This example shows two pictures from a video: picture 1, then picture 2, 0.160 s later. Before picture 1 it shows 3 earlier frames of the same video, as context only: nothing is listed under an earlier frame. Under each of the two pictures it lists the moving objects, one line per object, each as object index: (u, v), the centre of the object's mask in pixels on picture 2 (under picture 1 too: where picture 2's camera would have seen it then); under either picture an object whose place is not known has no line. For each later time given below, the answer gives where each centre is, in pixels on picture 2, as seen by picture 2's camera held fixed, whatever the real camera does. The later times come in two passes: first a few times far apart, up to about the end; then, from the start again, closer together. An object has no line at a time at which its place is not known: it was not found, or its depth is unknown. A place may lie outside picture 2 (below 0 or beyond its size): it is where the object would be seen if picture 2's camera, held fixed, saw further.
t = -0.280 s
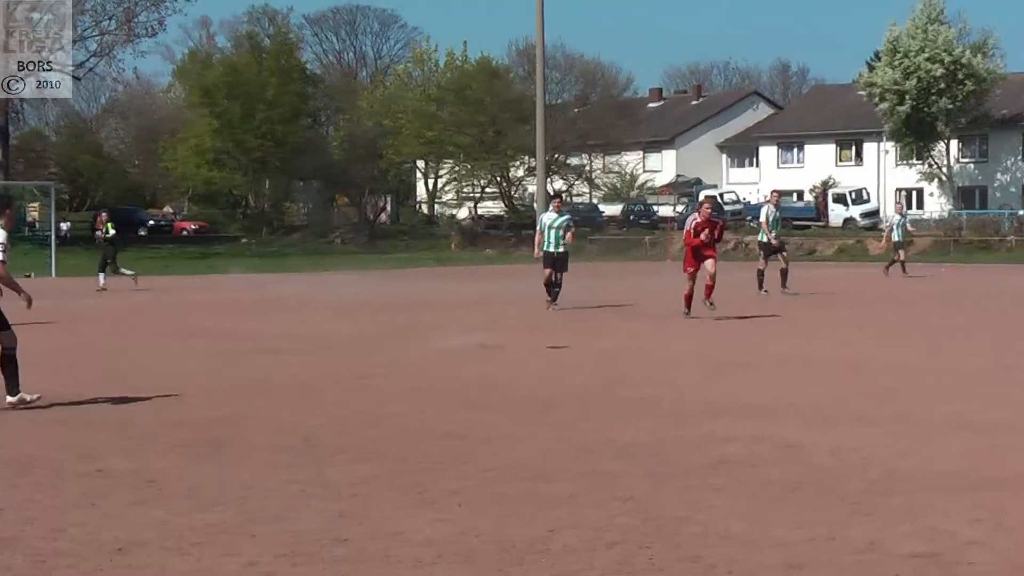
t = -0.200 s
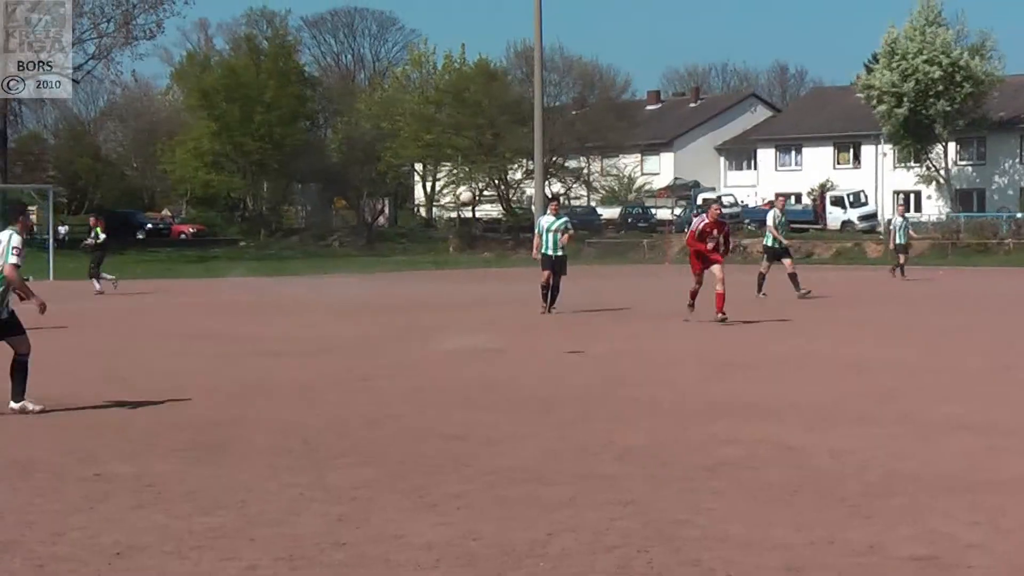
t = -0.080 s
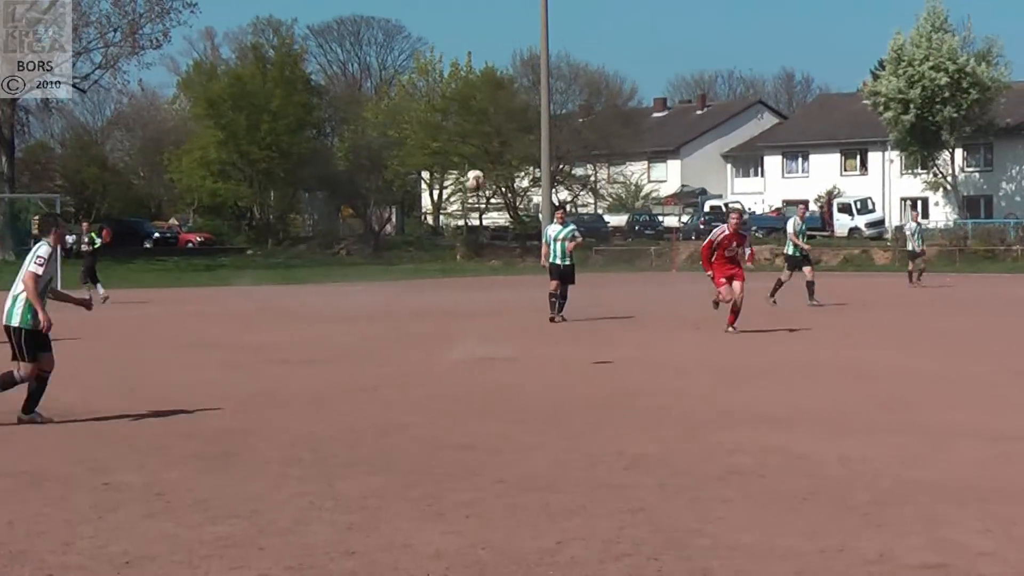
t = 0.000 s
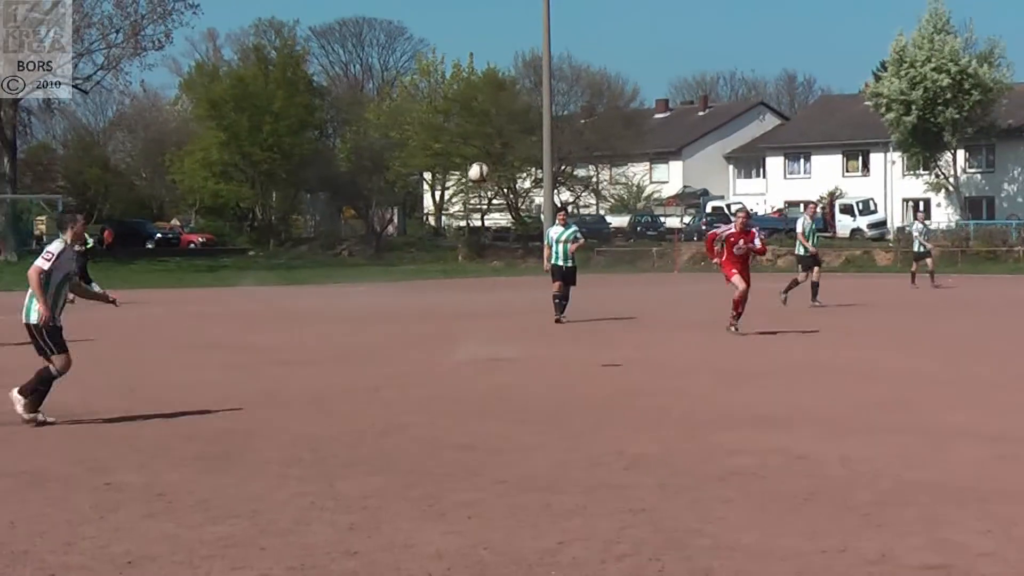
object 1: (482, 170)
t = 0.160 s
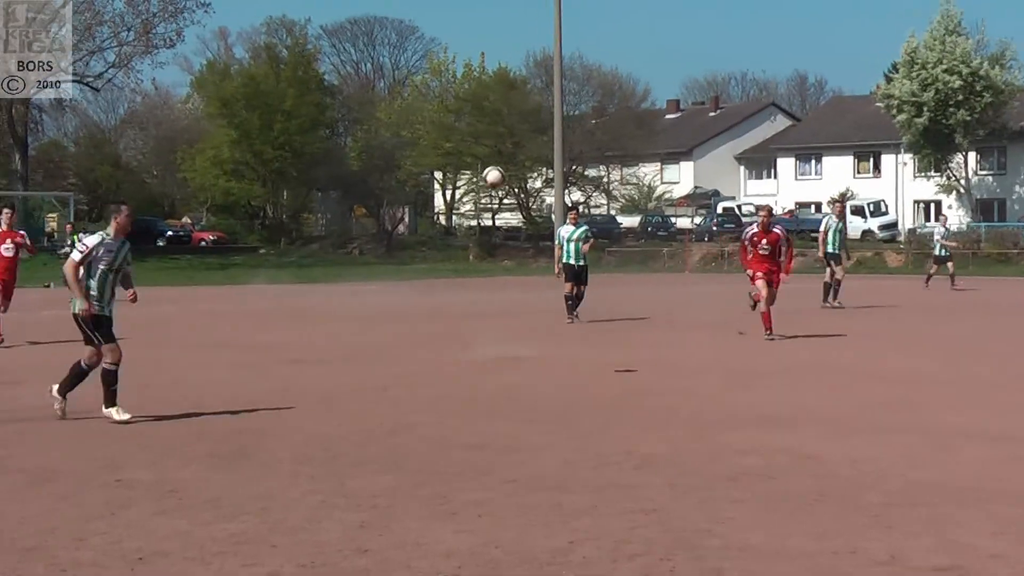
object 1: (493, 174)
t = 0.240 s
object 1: (493, 183)
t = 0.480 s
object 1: (497, 271)
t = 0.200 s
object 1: (489, 179)
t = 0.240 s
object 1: (493, 183)
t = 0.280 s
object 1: (499, 191)
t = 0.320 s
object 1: (497, 203)
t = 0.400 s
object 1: (495, 230)
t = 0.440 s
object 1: (495, 252)
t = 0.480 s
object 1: (497, 271)
